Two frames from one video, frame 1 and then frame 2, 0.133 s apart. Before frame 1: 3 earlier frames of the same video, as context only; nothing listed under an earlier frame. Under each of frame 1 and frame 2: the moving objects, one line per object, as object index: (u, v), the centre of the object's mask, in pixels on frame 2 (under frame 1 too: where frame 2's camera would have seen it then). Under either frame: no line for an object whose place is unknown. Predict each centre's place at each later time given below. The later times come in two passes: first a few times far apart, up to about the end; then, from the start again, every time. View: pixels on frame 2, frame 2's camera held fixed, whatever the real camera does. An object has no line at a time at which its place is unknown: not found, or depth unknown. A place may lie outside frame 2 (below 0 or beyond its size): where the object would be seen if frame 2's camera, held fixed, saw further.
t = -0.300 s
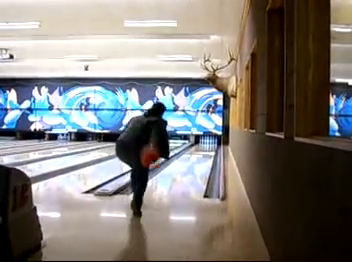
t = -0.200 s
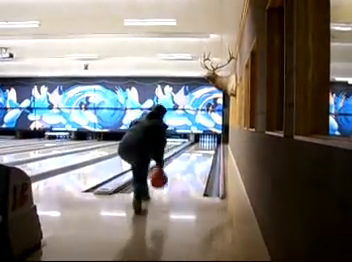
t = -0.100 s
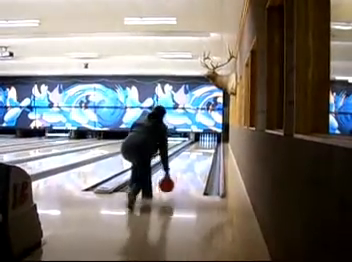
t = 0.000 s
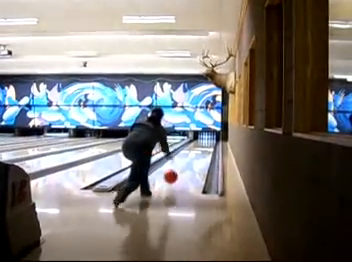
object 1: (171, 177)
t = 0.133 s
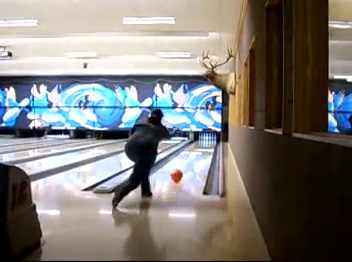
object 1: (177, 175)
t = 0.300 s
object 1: (181, 168)
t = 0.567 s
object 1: (188, 161)
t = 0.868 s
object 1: (193, 154)
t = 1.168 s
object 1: (195, 150)
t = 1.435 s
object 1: (197, 147)
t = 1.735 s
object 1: (200, 145)
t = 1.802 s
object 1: (200, 145)
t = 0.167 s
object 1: (178, 174)
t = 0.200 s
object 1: (179, 172)
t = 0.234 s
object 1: (179, 171)
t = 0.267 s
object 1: (181, 170)
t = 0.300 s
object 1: (181, 168)
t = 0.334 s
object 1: (182, 167)
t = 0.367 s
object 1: (183, 166)
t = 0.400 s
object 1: (184, 165)
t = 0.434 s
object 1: (185, 164)
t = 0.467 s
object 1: (186, 163)
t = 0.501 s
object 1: (186, 162)
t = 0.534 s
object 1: (187, 161)
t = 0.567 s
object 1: (188, 161)
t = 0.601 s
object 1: (188, 160)
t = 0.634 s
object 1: (189, 158)
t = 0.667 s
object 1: (189, 158)
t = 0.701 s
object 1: (190, 157)
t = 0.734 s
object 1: (190, 156)
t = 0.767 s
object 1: (190, 156)
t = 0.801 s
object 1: (191, 155)
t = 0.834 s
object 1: (192, 155)
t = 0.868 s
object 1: (193, 154)
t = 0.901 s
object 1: (193, 154)
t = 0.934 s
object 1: (193, 153)
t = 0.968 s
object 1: (194, 153)
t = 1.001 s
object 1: (194, 152)
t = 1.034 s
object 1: (194, 151)
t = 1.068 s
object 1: (195, 151)
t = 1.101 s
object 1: (195, 151)
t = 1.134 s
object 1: (195, 150)
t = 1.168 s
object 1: (195, 150)
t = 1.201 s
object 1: (195, 149)
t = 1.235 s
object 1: (196, 149)
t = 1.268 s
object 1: (196, 149)
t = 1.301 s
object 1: (196, 148)
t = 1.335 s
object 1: (197, 148)
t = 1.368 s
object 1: (197, 148)
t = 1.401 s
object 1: (197, 147)
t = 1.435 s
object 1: (197, 147)
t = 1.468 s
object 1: (197, 147)
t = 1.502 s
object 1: (197, 147)
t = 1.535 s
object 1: (198, 146)
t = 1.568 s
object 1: (198, 146)
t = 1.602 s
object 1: (199, 145)
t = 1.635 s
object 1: (199, 145)
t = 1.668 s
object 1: (199, 145)
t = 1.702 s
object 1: (200, 145)
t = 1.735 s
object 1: (200, 145)
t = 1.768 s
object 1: (200, 145)
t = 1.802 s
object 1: (200, 145)
